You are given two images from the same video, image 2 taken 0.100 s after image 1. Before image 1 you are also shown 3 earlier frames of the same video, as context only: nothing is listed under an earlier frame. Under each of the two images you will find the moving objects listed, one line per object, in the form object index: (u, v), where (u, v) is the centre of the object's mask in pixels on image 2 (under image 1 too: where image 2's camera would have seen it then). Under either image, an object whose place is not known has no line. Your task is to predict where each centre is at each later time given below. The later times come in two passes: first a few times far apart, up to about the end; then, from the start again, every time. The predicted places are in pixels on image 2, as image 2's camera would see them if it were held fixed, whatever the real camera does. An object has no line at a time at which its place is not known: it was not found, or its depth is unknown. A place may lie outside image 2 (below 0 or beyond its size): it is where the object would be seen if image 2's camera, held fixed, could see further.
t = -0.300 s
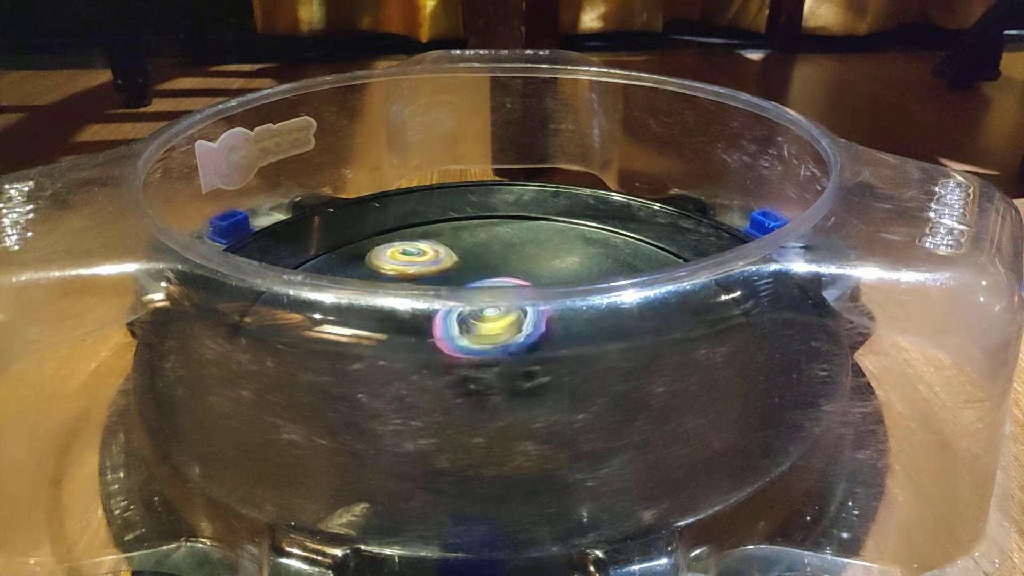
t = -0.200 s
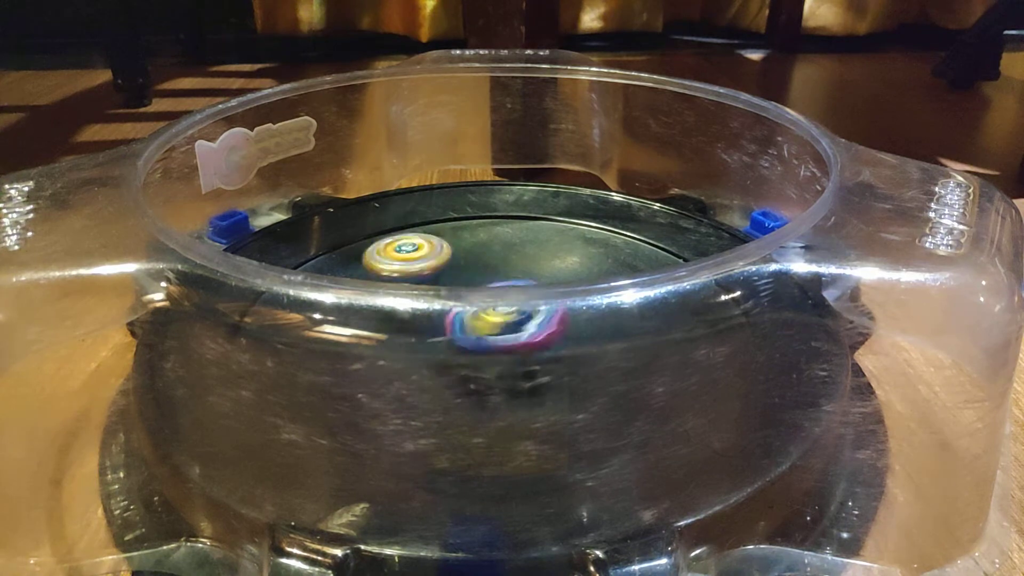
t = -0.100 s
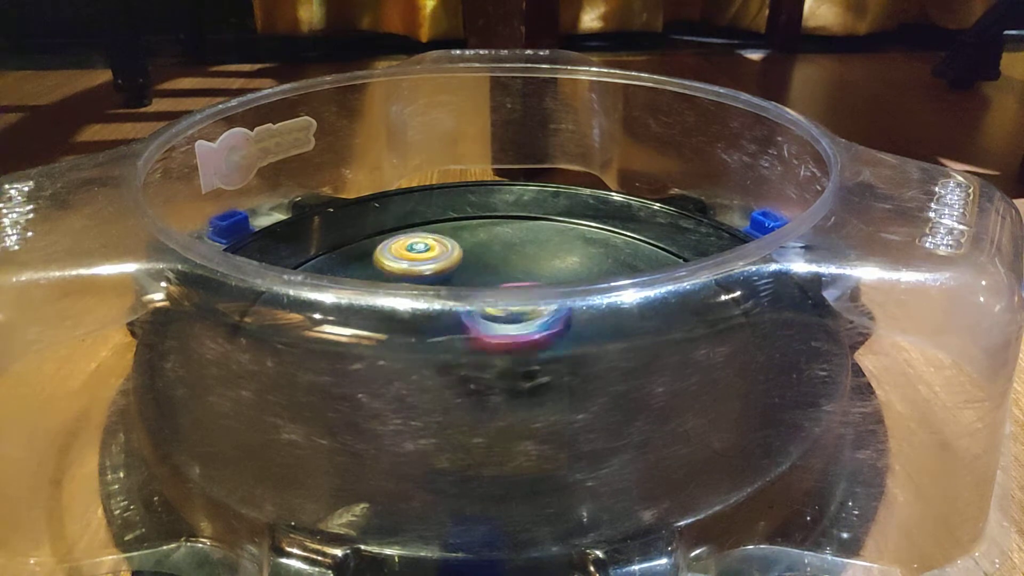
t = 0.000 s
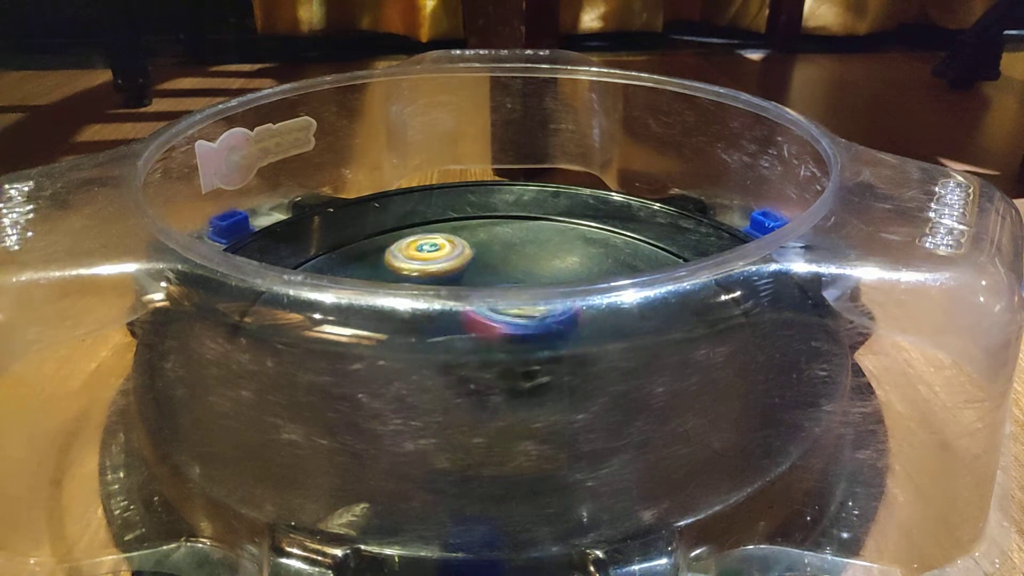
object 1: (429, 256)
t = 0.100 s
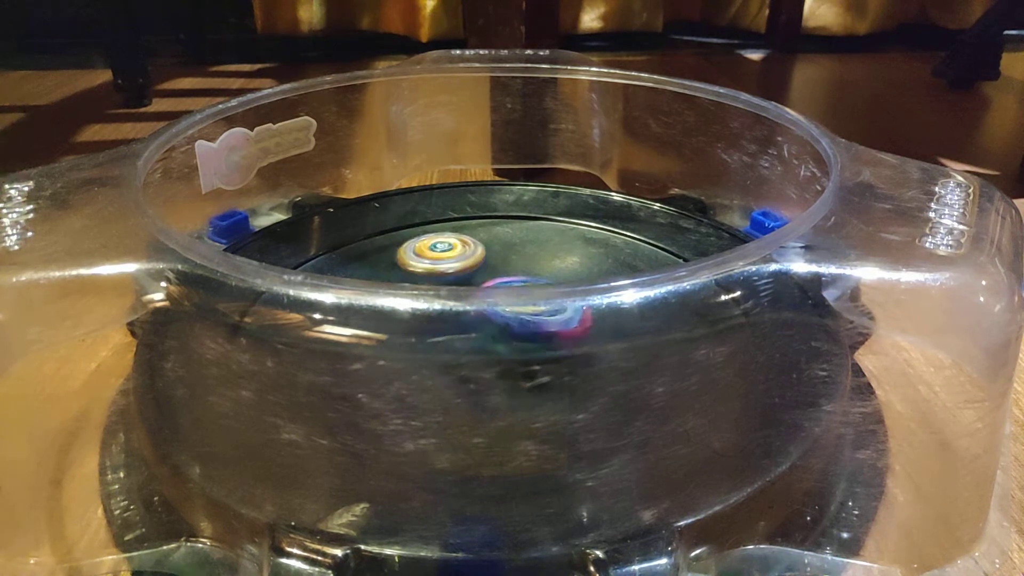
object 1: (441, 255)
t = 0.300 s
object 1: (466, 253)
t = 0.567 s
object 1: (470, 250)
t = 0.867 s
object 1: (501, 261)
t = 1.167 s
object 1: (487, 230)
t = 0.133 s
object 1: (444, 254)
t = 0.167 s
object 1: (449, 254)
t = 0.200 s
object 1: (452, 254)
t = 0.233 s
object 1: (458, 253)
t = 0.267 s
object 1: (461, 253)
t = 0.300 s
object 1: (466, 253)
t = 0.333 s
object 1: (469, 254)
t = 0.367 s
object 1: (472, 253)
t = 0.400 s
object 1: (468, 252)
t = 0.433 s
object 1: (467, 250)
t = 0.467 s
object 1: (466, 249)
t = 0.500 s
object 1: (465, 250)
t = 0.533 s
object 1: (467, 250)
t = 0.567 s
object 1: (470, 250)
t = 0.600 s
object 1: (472, 251)
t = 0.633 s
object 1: (473, 253)
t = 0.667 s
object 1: (476, 252)
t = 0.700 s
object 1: (477, 255)
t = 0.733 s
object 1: (481, 256)
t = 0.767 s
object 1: (486, 258)
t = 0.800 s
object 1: (493, 261)
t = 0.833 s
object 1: (499, 263)
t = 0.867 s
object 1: (501, 261)
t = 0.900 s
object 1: (499, 262)
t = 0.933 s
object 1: (498, 261)
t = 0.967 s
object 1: (497, 260)
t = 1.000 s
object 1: (500, 260)
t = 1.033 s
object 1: (501, 260)
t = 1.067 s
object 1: (501, 257)
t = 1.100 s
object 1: (497, 247)
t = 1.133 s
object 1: (490, 239)
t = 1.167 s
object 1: (487, 230)
